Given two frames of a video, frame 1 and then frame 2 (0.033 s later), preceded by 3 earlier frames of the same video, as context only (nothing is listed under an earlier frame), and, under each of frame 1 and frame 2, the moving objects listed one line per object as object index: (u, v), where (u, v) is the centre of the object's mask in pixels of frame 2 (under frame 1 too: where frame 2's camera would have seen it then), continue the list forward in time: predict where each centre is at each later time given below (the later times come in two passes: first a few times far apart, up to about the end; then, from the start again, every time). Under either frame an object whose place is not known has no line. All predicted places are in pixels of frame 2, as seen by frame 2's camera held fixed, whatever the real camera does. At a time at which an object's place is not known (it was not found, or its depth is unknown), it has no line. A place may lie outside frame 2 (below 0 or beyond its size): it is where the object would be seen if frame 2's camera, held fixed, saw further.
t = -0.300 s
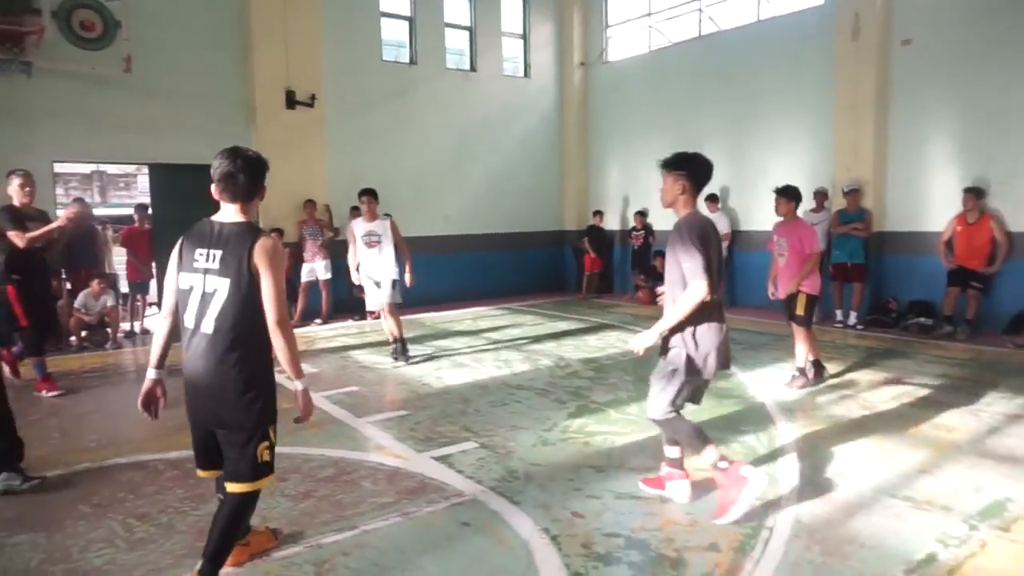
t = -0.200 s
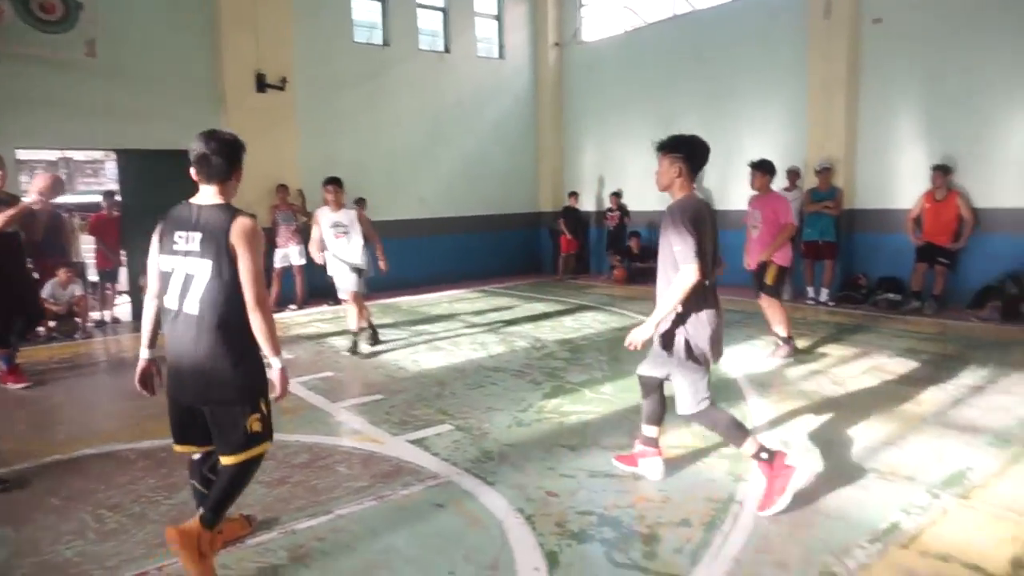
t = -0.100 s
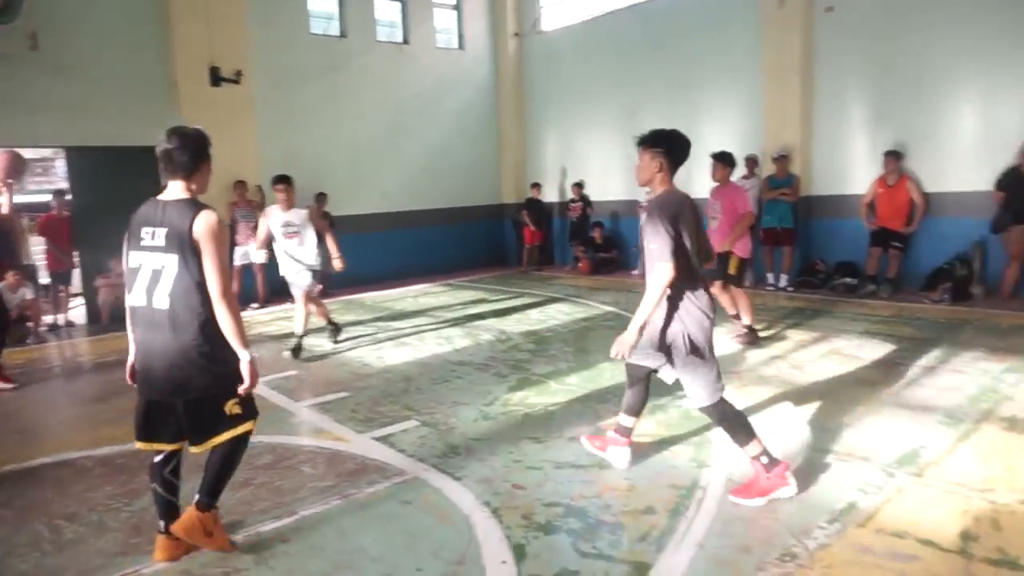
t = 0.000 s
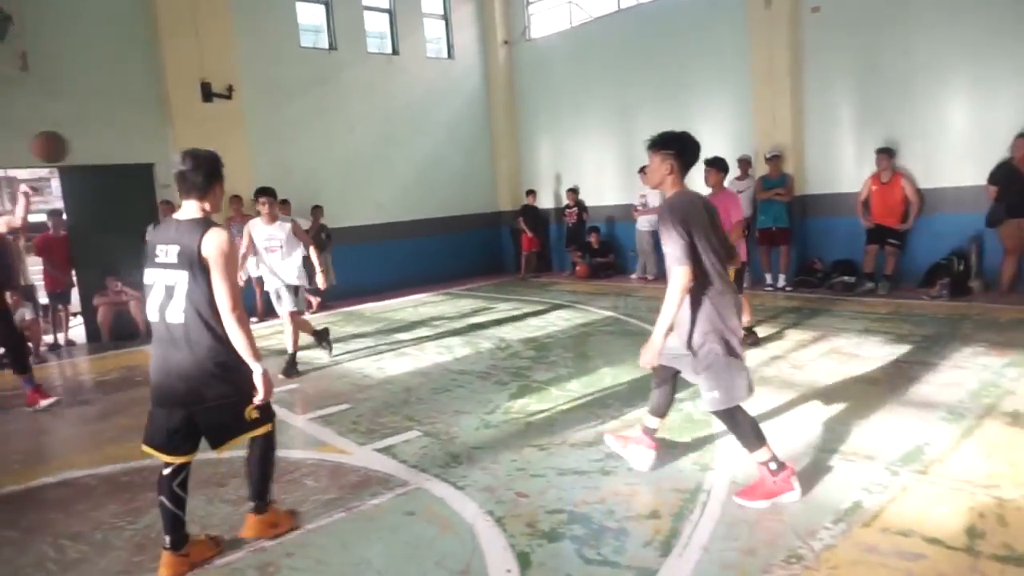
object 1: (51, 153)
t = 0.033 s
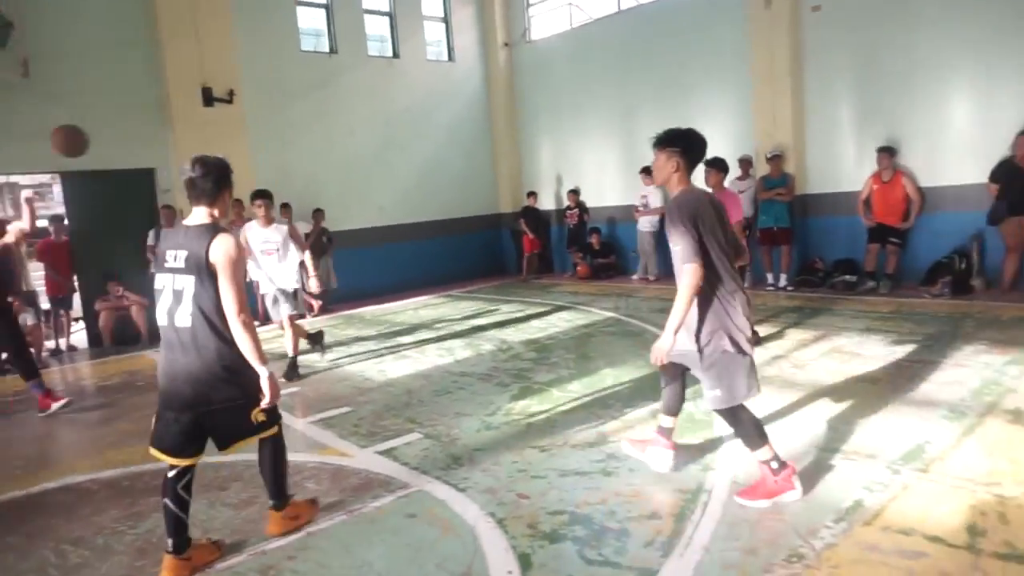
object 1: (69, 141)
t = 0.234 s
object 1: (207, 97)
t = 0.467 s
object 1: (440, 123)
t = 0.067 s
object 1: (90, 130)
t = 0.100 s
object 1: (110, 121)
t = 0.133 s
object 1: (133, 113)
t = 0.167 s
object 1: (156, 106)
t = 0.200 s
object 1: (180, 101)
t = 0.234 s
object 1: (207, 97)
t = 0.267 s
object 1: (235, 95)
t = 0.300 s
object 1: (264, 94)
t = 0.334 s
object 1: (295, 96)
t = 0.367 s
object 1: (328, 99)
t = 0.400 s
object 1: (364, 104)
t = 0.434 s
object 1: (400, 113)
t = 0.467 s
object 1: (440, 123)
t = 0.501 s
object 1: (480, 136)
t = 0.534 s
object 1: (523, 152)
